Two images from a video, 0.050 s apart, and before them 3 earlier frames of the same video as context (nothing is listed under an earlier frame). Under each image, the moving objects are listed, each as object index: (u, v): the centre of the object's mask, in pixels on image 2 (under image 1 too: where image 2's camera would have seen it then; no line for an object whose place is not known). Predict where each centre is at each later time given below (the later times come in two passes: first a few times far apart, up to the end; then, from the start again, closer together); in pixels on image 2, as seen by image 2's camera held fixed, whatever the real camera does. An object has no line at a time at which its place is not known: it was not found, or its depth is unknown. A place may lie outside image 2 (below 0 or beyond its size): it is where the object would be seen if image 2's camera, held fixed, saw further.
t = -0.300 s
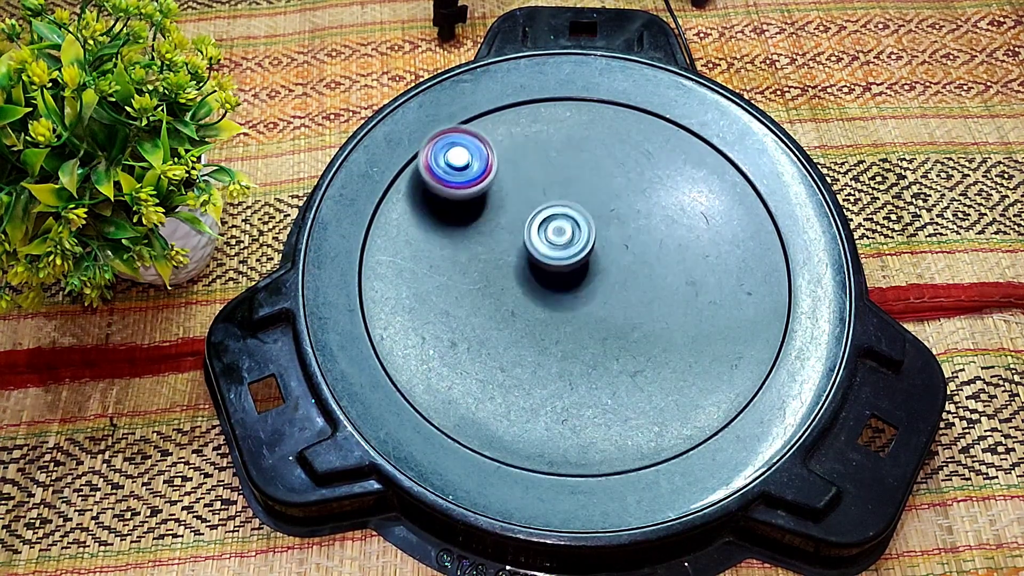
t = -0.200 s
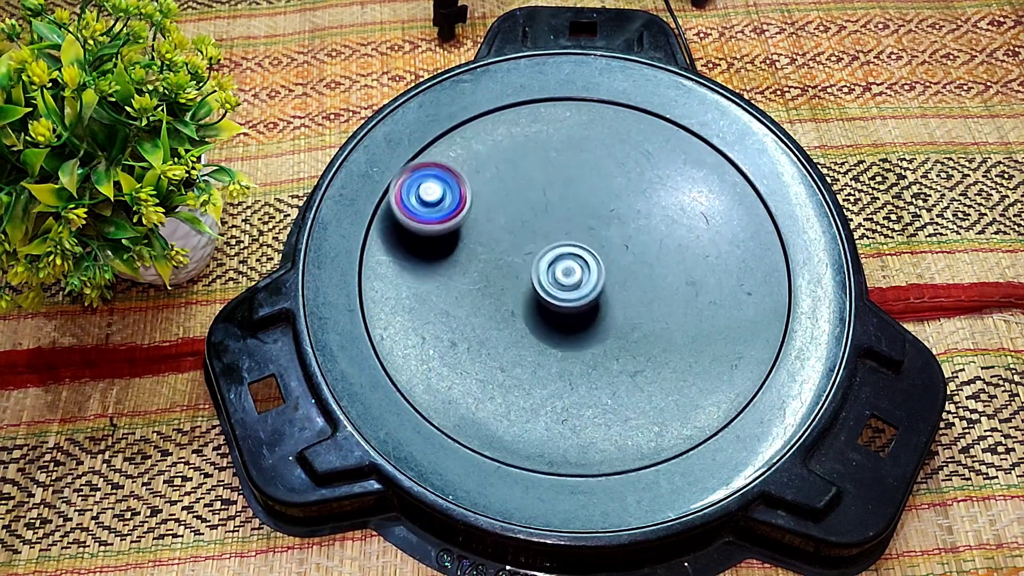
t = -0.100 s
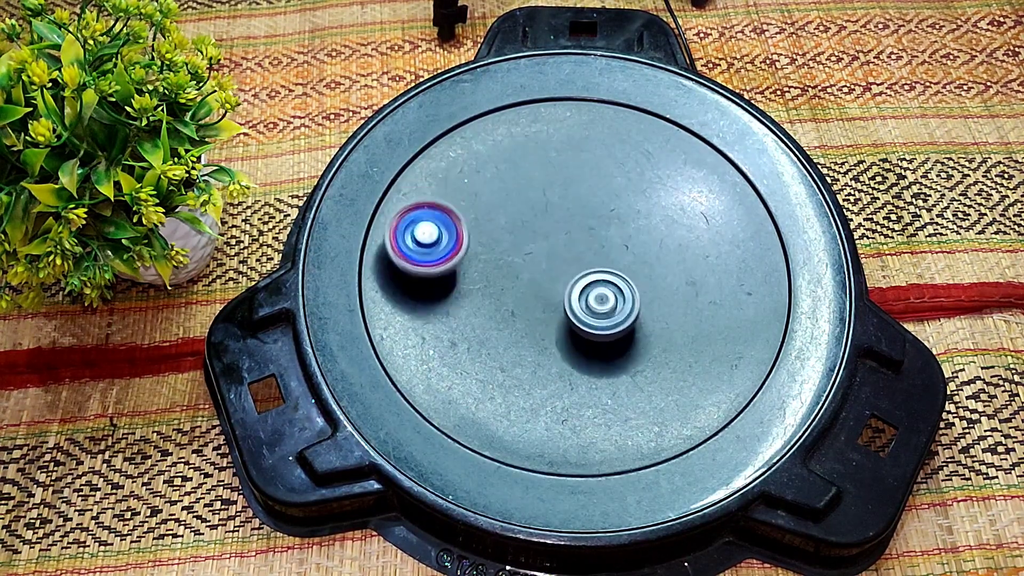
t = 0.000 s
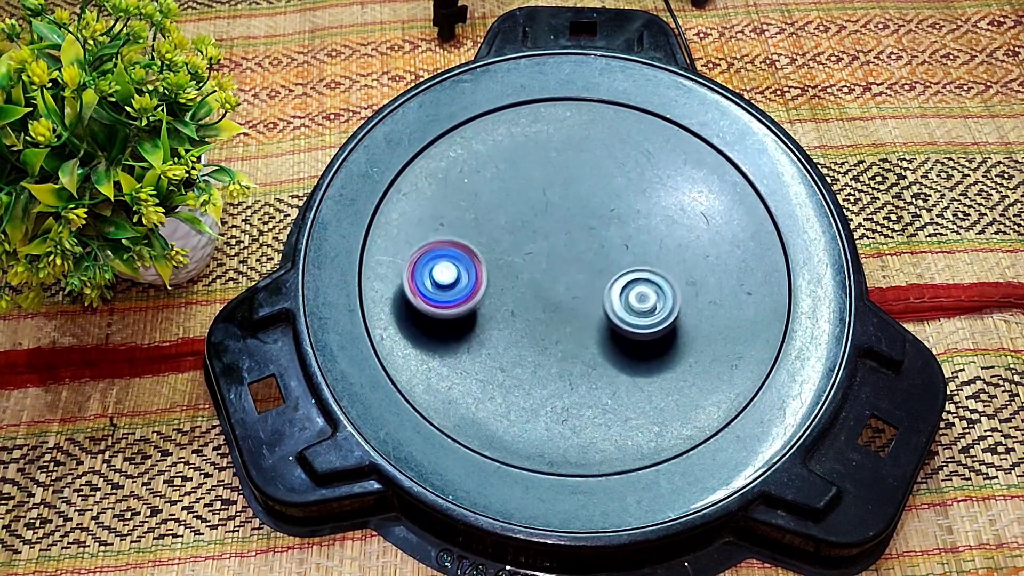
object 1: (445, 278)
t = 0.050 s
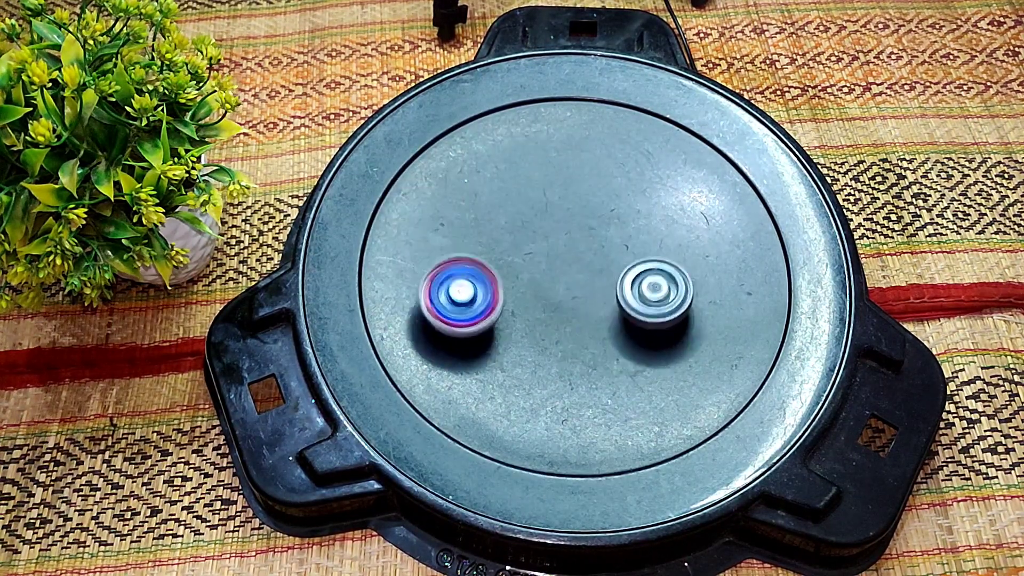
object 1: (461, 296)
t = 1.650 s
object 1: (514, 209)
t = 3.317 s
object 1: (491, 203)
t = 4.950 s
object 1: (452, 301)
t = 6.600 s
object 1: (582, 250)
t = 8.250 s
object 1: (625, 284)
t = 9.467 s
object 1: (602, 271)
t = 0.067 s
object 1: (468, 301)
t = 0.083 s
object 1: (474, 306)
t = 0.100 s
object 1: (481, 310)
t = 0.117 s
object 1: (488, 315)
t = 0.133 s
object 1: (496, 318)
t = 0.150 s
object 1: (503, 322)
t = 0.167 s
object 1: (511, 325)
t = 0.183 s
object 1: (520, 327)
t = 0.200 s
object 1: (528, 329)
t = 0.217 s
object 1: (536, 331)
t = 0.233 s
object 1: (544, 332)
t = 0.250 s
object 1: (552, 333)
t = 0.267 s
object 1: (561, 333)
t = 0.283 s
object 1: (568, 333)
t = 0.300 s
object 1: (576, 332)
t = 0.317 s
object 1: (584, 331)
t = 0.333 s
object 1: (591, 330)
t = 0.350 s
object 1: (598, 328)
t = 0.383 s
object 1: (608, 349)
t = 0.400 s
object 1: (612, 359)
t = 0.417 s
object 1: (616, 368)
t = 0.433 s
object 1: (620, 375)
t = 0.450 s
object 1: (624, 381)
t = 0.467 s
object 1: (629, 385)
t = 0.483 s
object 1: (633, 389)
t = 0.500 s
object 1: (639, 390)
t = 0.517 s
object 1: (645, 391)
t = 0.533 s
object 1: (652, 390)
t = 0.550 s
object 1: (659, 389)
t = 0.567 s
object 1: (666, 388)
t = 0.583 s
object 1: (673, 386)
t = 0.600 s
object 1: (680, 383)
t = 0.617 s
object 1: (687, 380)
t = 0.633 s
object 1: (694, 376)
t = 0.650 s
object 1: (701, 373)
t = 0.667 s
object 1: (707, 368)
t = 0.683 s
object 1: (713, 363)
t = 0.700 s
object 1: (719, 358)
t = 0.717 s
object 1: (725, 353)
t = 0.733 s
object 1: (729, 348)
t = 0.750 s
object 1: (733, 342)
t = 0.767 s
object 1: (737, 337)
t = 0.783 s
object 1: (740, 331)
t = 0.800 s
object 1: (743, 324)
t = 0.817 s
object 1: (745, 318)
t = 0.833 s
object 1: (746, 311)
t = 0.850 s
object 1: (747, 305)
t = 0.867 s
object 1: (747, 299)
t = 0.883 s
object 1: (746, 293)
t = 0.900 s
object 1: (745, 287)
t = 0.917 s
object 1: (744, 281)
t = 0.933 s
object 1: (741, 275)
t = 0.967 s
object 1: (734, 264)
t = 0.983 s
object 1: (730, 258)
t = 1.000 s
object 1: (726, 254)
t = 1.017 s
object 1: (721, 249)
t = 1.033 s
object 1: (716, 245)
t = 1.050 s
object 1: (711, 241)
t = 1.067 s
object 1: (704, 238)
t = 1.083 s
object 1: (697, 235)
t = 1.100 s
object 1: (690, 233)
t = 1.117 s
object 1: (684, 230)
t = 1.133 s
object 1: (676, 228)
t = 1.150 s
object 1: (669, 227)
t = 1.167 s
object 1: (661, 225)
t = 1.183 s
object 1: (654, 224)
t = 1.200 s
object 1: (646, 223)
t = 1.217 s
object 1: (638, 223)
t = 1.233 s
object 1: (635, 219)
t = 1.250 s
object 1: (638, 209)
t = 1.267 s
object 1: (641, 199)
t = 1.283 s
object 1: (641, 191)
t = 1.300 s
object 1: (640, 184)
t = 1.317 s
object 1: (638, 178)
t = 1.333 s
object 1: (634, 174)
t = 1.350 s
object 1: (630, 172)
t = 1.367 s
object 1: (625, 170)
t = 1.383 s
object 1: (618, 169)
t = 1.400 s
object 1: (613, 169)
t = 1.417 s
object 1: (605, 169)
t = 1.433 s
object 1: (598, 170)
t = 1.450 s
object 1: (592, 171)
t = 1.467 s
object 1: (584, 172)
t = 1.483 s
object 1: (577, 174)
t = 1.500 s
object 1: (570, 177)
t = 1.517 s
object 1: (562, 179)
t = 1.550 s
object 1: (549, 185)
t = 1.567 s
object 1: (542, 188)
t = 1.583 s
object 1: (537, 192)
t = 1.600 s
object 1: (530, 196)
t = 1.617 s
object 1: (525, 200)
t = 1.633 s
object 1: (519, 205)
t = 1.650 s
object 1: (514, 209)
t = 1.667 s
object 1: (510, 213)
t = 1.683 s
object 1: (505, 218)
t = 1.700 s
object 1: (502, 223)
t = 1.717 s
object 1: (498, 229)
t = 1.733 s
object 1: (494, 234)
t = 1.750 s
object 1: (491, 239)
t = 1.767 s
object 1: (489, 245)
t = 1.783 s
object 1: (487, 251)
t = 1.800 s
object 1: (485, 257)
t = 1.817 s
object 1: (484, 263)
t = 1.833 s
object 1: (483, 268)
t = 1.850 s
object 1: (482, 274)
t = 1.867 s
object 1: (482, 279)
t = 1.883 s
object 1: (482, 285)
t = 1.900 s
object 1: (483, 290)
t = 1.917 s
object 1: (483, 296)
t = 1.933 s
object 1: (484, 301)
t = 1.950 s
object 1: (487, 306)
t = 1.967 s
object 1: (489, 311)
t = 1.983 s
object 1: (491, 316)
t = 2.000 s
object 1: (494, 321)
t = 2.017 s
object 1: (498, 325)
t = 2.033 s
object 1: (502, 329)
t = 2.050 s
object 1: (506, 333)
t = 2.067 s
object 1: (510, 337)
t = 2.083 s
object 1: (514, 341)
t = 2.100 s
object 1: (518, 344)
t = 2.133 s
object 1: (528, 349)
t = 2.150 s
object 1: (533, 352)
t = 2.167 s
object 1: (536, 356)
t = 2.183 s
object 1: (531, 369)
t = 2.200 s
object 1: (528, 381)
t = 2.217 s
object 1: (527, 391)
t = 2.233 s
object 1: (527, 399)
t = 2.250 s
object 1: (529, 406)
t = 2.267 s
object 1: (533, 410)
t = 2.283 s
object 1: (538, 414)
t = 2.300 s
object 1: (545, 417)
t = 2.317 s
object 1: (551, 420)
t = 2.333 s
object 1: (558, 421)
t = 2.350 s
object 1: (566, 423)
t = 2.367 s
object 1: (573, 423)
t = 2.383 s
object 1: (580, 424)
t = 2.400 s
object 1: (587, 424)
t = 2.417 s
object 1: (593, 423)
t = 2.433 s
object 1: (600, 422)
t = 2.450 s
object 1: (606, 420)
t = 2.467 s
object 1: (612, 418)
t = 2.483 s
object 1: (618, 416)
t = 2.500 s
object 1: (622, 413)
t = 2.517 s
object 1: (627, 410)
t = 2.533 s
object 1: (633, 406)
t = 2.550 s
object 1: (637, 402)
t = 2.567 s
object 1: (640, 398)
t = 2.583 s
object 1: (643, 393)
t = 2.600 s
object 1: (647, 388)
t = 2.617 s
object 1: (649, 383)
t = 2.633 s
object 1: (652, 377)
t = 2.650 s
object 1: (654, 372)
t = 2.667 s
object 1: (655, 366)
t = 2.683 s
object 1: (657, 360)
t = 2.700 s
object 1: (658, 354)
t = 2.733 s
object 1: (658, 342)
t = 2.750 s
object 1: (658, 335)
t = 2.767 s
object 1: (656, 329)
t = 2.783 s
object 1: (654, 322)
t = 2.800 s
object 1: (652, 316)
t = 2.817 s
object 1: (650, 310)
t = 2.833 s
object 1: (647, 303)
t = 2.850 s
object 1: (643, 298)
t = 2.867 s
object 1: (640, 292)
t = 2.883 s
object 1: (636, 286)
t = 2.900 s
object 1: (632, 280)
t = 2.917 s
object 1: (627, 275)
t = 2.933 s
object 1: (621, 269)
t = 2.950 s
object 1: (615, 264)
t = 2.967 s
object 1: (610, 260)
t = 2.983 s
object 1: (612, 254)
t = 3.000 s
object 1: (616, 249)
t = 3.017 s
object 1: (618, 243)
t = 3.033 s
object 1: (618, 237)
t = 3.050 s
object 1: (616, 231)
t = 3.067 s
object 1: (612, 225)
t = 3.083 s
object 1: (607, 220)
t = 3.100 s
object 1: (601, 215)
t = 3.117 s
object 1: (594, 211)
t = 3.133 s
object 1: (587, 206)
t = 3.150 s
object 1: (579, 203)
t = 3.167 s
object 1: (571, 200)
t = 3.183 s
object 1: (562, 197)
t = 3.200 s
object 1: (553, 195)
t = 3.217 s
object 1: (544, 194)
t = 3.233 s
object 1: (535, 193)
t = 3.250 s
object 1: (525, 193)
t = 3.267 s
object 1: (517, 194)
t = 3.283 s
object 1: (508, 196)
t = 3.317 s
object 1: (491, 203)
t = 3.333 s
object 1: (483, 208)
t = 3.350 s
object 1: (475, 213)
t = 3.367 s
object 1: (468, 221)
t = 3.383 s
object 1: (461, 229)
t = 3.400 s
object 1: (456, 237)
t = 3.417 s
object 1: (453, 246)
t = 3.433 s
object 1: (450, 254)
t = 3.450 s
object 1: (449, 265)
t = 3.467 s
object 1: (449, 276)
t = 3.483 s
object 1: (452, 287)
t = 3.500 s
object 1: (456, 298)
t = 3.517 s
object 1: (462, 309)
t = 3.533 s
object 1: (470, 320)
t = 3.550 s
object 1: (480, 330)
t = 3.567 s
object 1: (492, 338)
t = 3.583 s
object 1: (505, 345)
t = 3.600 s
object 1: (520, 351)
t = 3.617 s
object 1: (536, 354)
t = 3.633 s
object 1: (553, 356)
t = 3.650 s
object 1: (569, 355)
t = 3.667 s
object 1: (580, 361)
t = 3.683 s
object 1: (589, 372)
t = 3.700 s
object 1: (599, 381)
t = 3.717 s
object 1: (609, 385)
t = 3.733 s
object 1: (621, 387)
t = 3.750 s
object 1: (636, 388)
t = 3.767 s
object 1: (649, 385)
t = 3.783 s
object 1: (663, 380)
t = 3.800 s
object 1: (677, 371)
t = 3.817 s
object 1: (690, 361)
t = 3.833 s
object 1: (700, 349)
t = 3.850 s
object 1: (708, 335)
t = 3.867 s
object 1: (712, 321)
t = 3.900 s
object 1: (712, 292)
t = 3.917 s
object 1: (709, 278)
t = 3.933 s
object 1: (703, 264)
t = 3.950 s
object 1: (694, 251)
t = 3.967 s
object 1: (682, 239)
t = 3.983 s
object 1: (670, 228)
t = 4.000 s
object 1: (657, 220)
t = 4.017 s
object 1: (652, 218)
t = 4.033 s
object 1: (643, 218)
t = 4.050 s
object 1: (633, 218)
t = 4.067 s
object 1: (623, 218)
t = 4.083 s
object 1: (611, 219)
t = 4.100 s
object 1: (599, 223)
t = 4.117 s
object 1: (587, 229)
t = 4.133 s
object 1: (577, 236)
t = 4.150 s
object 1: (568, 245)
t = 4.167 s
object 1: (561, 255)
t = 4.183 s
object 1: (556, 266)
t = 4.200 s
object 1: (551, 277)
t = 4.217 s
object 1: (549, 290)
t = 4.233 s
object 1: (549, 303)
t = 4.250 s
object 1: (551, 316)
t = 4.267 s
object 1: (555, 328)
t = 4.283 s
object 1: (561, 341)
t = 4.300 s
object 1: (571, 351)
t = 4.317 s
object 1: (583, 360)
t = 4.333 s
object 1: (595, 368)
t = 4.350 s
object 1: (610, 375)
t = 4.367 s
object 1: (625, 378)
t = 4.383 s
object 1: (640, 378)
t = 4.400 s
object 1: (655, 377)
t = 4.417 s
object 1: (670, 373)
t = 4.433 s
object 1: (683, 367)
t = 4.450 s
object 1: (695, 359)
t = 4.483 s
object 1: (712, 337)
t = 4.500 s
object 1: (715, 325)
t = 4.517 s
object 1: (715, 312)
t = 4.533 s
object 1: (713, 299)
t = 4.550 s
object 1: (707, 286)
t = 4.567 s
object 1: (699, 274)
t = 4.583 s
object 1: (688, 264)
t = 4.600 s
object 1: (675, 255)
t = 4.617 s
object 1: (662, 248)
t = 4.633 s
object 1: (647, 242)
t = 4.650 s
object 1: (631, 237)
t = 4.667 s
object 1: (616, 234)
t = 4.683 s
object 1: (606, 223)
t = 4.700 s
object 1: (596, 214)
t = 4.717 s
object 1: (585, 207)
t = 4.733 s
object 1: (572, 203)
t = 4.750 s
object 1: (559, 201)
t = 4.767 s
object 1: (545, 200)
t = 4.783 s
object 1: (531, 203)
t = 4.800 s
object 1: (518, 206)
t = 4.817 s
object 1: (505, 211)
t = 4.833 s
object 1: (493, 219)
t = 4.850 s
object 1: (481, 228)
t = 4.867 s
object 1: (471, 237)
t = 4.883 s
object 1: (463, 248)
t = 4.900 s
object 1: (457, 261)
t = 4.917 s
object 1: (453, 274)
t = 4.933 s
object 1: (451, 287)
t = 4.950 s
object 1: (452, 301)
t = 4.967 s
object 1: (454, 314)
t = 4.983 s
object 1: (460, 327)
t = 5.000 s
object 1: (467, 341)
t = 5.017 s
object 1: (477, 352)
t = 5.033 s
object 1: (490, 364)
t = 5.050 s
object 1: (504, 373)
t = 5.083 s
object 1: (530, 387)
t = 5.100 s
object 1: (543, 391)
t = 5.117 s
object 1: (538, 399)
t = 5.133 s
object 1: (528, 408)
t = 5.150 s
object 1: (523, 415)
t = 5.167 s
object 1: (520, 421)
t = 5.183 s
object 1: (521, 426)
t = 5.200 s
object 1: (523, 430)
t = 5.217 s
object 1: (530, 435)
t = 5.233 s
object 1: (539, 438)
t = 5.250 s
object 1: (550, 440)
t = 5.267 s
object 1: (561, 439)
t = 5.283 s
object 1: (574, 436)
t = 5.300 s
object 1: (585, 430)
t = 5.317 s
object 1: (594, 422)
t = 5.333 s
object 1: (601, 412)
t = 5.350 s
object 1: (604, 401)
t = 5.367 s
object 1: (605, 390)
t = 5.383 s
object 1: (604, 378)
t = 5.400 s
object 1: (602, 365)
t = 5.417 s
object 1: (598, 353)
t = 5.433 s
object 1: (592, 341)
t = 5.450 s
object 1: (584, 330)
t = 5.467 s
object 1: (576, 320)
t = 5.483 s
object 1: (567, 310)
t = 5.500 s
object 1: (556, 302)
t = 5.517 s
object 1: (544, 295)
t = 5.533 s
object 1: (532, 288)
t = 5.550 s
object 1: (521, 284)
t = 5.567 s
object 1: (508, 279)
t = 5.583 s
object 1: (495, 276)
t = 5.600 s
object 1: (482, 274)
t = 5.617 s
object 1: (470, 274)
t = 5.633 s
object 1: (458, 274)
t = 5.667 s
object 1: (434, 279)
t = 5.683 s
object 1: (425, 284)
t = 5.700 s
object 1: (415, 289)
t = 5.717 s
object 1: (407, 296)
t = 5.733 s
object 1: (402, 304)
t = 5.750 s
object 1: (398, 313)
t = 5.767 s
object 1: (397, 323)
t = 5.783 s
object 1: (400, 332)
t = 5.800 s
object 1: (405, 343)
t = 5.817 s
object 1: (411, 352)
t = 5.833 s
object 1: (421, 359)
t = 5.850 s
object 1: (433, 365)
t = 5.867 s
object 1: (446, 369)
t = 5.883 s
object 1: (460, 370)
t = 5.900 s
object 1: (473, 369)
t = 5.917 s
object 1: (488, 366)
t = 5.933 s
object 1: (500, 361)
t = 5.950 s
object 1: (512, 354)
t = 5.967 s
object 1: (522, 346)
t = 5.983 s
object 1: (532, 337)
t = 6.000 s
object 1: (539, 339)
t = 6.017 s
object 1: (546, 343)
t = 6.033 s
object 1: (555, 345)
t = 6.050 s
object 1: (563, 344)
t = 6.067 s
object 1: (572, 341)
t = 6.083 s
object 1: (581, 336)
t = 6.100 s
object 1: (588, 329)
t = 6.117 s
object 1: (594, 321)
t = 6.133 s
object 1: (599, 312)
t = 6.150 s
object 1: (602, 302)
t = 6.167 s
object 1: (604, 292)
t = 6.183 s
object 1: (603, 282)
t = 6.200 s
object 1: (600, 272)
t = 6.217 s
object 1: (597, 264)
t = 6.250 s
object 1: (607, 260)
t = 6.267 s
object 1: (610, 258)
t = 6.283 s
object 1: (612, 256)
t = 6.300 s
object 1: (614, 253)
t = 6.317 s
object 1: (615, 250)
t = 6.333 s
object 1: (616, 246)
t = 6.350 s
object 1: (615, 243)
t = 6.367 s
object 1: (615, 241)
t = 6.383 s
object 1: (614, 239)
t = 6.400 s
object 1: (613, 238)
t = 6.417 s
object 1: (611, 238)
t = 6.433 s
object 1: (608, 237)
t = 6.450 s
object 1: (606, 237)
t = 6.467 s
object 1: (603, 238)
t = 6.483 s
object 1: (599, 238)
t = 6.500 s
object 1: (596, 239)
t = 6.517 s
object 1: (593, 240)
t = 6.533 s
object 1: (590, 242)
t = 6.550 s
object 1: (588, 243)
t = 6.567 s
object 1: (585, 245)
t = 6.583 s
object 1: (584, 248)
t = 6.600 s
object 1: (582, 250)
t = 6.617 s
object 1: (581, 254)
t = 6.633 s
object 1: (580, 258)
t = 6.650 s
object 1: (578, 262)
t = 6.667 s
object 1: (578, 267)
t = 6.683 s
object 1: (577, 271)
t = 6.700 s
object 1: (576, 276)
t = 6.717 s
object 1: (577, 280)
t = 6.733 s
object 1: (576, 285)
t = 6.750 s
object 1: (577, 290)
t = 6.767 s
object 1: (581, 294)
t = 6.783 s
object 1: (586, 299)
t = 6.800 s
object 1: (592, 303)
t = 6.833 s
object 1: (602, 311)
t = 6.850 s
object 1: (607, 312)
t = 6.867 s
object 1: (613, 315)
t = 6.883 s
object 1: (619, 315)
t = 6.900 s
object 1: (625, 316)
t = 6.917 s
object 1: (630, 315)
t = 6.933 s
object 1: (636, 314)
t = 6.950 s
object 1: (642, 311)
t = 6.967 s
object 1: (647, 307)
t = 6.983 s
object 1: (651, 303)
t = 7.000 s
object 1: (652, 299)
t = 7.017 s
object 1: (653, 294)
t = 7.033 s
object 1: (653, 290)
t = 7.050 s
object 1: (651, 286)
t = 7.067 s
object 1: (649, 281)
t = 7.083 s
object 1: (646, 278)
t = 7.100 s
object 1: (643, 274)
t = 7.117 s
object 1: (638, 271)
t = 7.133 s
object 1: (633, 268)
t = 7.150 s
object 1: (628, 265)
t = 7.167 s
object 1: (636, 264)
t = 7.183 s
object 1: (641, 261)
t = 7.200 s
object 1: (645, 260)
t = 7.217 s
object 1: (648, 258)
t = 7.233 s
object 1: (651, 256)
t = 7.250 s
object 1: (653, 254)
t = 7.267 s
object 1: (654, 252)
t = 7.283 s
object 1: (655, 250)
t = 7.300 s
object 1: (655, 249)
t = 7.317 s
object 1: (654, 247)
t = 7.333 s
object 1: (652, 246)
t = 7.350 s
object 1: (650, 245)
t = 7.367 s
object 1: (647, 244)
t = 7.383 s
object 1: (644, 243)
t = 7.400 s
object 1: (641, 243)
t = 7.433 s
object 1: (633, 243)
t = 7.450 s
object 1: (629, 244)
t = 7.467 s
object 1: (625, 246)
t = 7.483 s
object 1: (620, 248)
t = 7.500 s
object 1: (617, 252)
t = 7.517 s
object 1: (612, 256)
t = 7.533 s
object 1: (611, 261)
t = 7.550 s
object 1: (617, 263)
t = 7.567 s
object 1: (625, 267)
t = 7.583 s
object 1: (632, 268)
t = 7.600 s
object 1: (641, 269)
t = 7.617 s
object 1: (649, 269)
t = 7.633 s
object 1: (657, 268)
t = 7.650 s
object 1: (664, 267)
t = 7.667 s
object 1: (669, 265)
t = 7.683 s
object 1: (674, 263)
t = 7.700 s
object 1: (678, 260)
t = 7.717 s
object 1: (680, 258)
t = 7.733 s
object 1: (681, 255)
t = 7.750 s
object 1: (682, 253)
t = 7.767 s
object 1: (682, 250)
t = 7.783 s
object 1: (681, 249)
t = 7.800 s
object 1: (680, 247)
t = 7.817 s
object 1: (677, 246)
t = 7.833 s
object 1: (674, 246)
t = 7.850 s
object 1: (671, 245)
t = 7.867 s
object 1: (667, 245)
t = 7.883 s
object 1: (662, 246)
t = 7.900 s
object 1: (655, 247)
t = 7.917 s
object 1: (649, 248)
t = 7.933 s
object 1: (643, 250)
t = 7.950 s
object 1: (637, 253)
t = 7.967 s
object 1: (632, 256)
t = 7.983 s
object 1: (625, 260)
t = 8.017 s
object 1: (624, 264)
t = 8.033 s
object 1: (622, 266)
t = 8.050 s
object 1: (621, 268)
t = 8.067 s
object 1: (621, 270)
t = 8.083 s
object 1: (620, 272)
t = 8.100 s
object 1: (622, 273)
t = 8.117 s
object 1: (624, 274)
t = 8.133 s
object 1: (624, 275)
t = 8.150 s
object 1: (626, 277)
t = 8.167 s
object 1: (626, 278)
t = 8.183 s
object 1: (627, 279)
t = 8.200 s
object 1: (626, 280)
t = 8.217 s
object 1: (626, 281)
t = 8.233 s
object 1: (625, 283)
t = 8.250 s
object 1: (625, 284)
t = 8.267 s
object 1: (625, 285)
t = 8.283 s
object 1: (629, 283)
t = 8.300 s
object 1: (633, 282)
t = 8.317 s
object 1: (636, 281)
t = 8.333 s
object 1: (638, 279)
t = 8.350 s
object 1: (640, 277)
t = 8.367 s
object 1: (642, 274)
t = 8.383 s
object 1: (643, 273)
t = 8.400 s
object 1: (643, 270)
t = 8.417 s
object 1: (643, 268)
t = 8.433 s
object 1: (642, 265)
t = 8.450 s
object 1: (641, 263)
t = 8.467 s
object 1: (639, 262)
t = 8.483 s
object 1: (637, 260)
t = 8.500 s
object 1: (635, 259)
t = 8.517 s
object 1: (631, 258)
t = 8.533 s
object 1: (629, 257)
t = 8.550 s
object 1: (626, 257)
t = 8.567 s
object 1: (622, 258)
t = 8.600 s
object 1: (613, 260)
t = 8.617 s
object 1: (608, 262)
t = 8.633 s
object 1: (604, 264)
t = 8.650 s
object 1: (599, 267)
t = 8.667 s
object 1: (595, 269)
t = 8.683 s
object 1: (598, 267)
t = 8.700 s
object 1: (600, 266)
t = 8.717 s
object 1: (600, 266)
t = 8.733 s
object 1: (600, 265)
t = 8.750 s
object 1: (600, 265)
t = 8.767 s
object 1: (600, 265)
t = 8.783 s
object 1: (599, 264)
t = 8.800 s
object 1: (599, 264)
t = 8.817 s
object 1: (599, 264)
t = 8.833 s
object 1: (598, 263)
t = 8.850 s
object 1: (597, 263)
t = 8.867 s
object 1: (597, 264)
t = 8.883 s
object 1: (595, 264)
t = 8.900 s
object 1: (594, 264)
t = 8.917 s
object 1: (594, 265)
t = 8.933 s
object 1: (593, 266)
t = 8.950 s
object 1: (592, 266)
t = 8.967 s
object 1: (590, 268)
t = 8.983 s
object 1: (590, 269)
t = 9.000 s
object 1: (589, 270)
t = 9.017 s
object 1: (588, 272)
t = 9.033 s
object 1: (586, 274)
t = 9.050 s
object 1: (585, 275)
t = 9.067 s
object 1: (583, 278)
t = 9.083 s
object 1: (582, 280)
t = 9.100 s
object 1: (581, 282)
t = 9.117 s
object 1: (581, 284)
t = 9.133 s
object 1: (584, 284)
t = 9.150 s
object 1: (586, 284)
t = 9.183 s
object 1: (591, 283)
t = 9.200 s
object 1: (593, 283)
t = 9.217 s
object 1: (595, 282)
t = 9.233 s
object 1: (597, 282)
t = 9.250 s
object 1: (598, 282)
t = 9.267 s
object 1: (600, 281)
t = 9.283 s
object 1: (600, 281)
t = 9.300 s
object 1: (601, 280)
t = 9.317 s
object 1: (602, 279)
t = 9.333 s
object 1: (603, 278)
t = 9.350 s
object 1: (603, 277)
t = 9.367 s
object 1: (604, 277)
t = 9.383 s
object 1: (604, 276)
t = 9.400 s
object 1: (603, 275)
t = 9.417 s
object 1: (603, 274)
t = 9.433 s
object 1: (603, 273)
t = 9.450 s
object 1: (602, 272)
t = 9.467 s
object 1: (602, 271)
